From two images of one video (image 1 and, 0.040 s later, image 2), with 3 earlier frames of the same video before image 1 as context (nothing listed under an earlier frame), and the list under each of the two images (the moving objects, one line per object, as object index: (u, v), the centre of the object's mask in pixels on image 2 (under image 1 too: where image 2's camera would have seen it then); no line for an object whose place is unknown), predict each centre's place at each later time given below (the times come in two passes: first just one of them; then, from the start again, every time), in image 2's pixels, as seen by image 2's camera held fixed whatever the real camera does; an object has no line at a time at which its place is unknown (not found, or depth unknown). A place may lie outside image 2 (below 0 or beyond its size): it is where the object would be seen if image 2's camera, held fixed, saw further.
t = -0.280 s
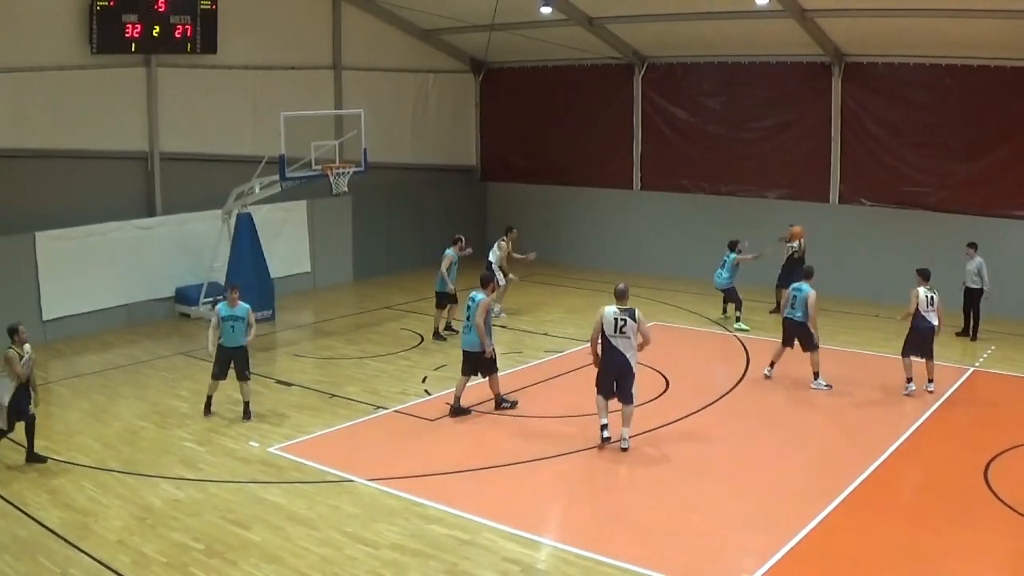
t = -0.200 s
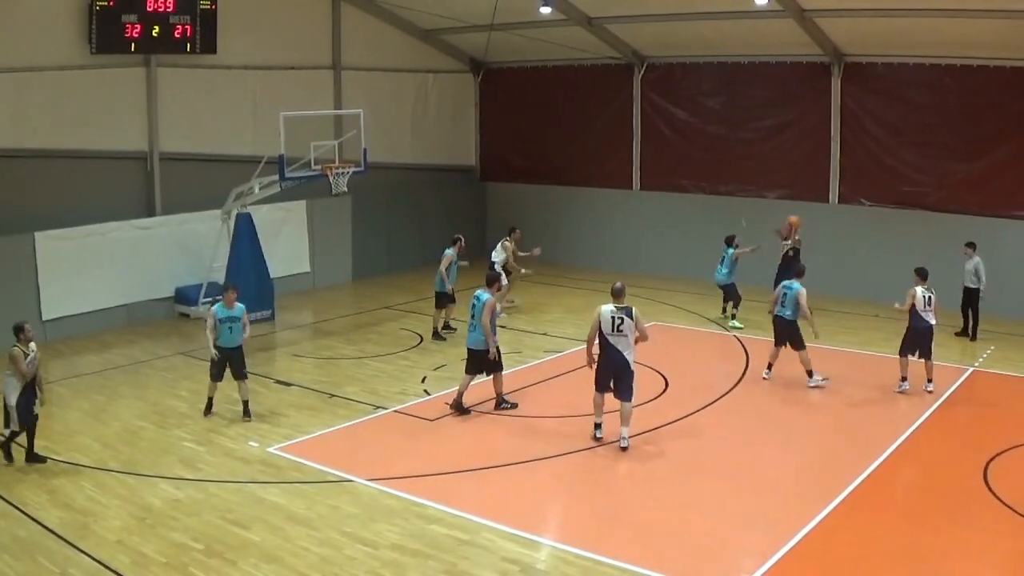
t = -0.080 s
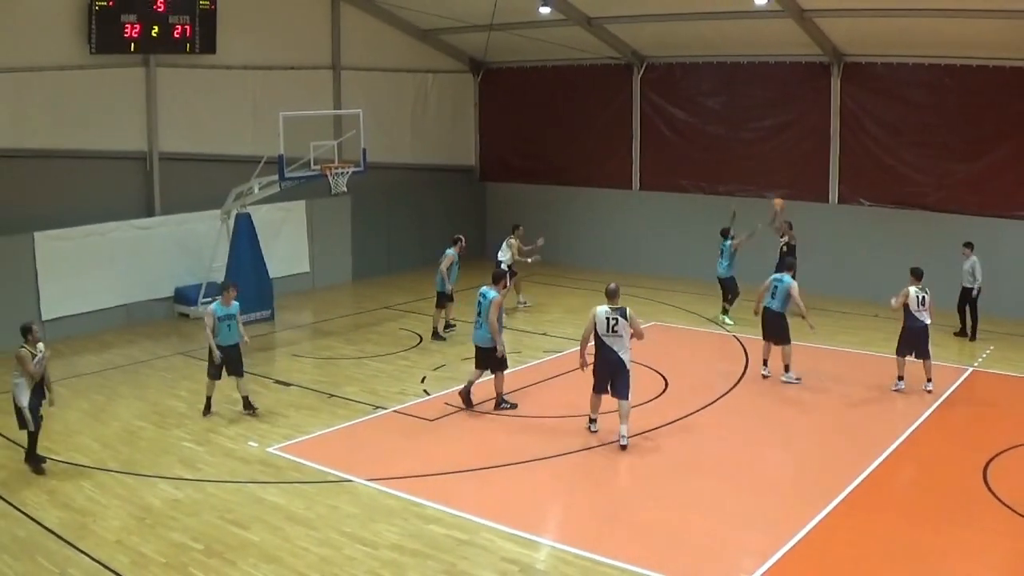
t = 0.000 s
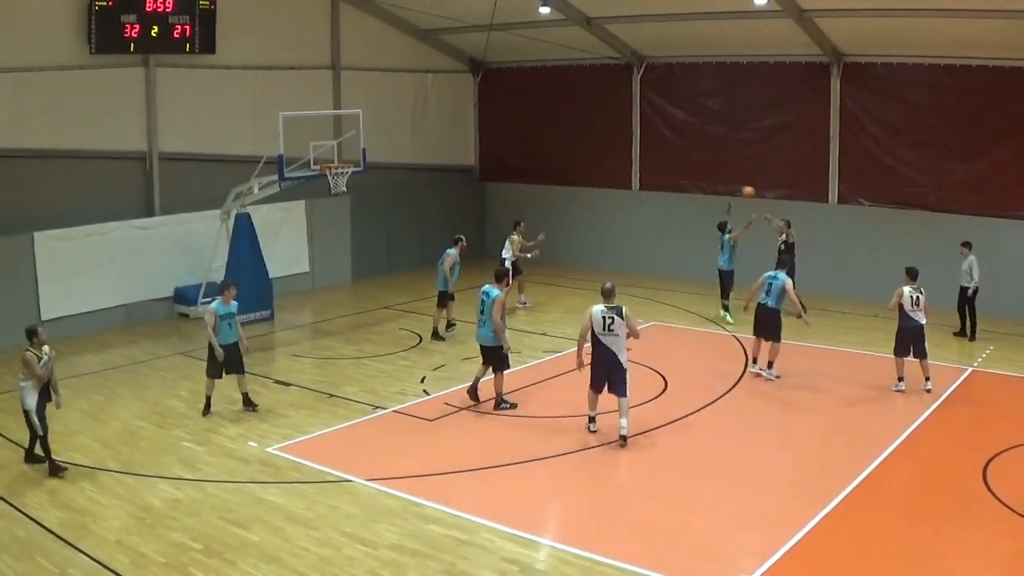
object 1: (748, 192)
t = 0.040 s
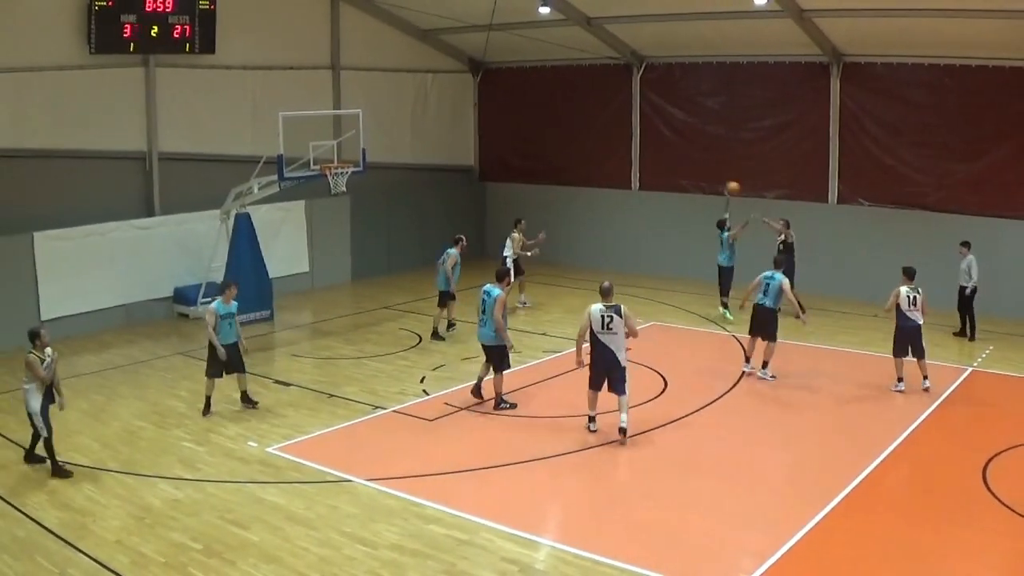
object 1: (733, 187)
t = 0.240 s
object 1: (658, 178)
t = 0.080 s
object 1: (718, 184)
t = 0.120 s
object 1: (702, 181)
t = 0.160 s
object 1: (688, 179)
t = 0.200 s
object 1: (673, 178)
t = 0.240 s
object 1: (658, 178)
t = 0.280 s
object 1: (645, 178)
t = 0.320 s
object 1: (629, 179)
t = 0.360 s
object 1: (615, 181)
